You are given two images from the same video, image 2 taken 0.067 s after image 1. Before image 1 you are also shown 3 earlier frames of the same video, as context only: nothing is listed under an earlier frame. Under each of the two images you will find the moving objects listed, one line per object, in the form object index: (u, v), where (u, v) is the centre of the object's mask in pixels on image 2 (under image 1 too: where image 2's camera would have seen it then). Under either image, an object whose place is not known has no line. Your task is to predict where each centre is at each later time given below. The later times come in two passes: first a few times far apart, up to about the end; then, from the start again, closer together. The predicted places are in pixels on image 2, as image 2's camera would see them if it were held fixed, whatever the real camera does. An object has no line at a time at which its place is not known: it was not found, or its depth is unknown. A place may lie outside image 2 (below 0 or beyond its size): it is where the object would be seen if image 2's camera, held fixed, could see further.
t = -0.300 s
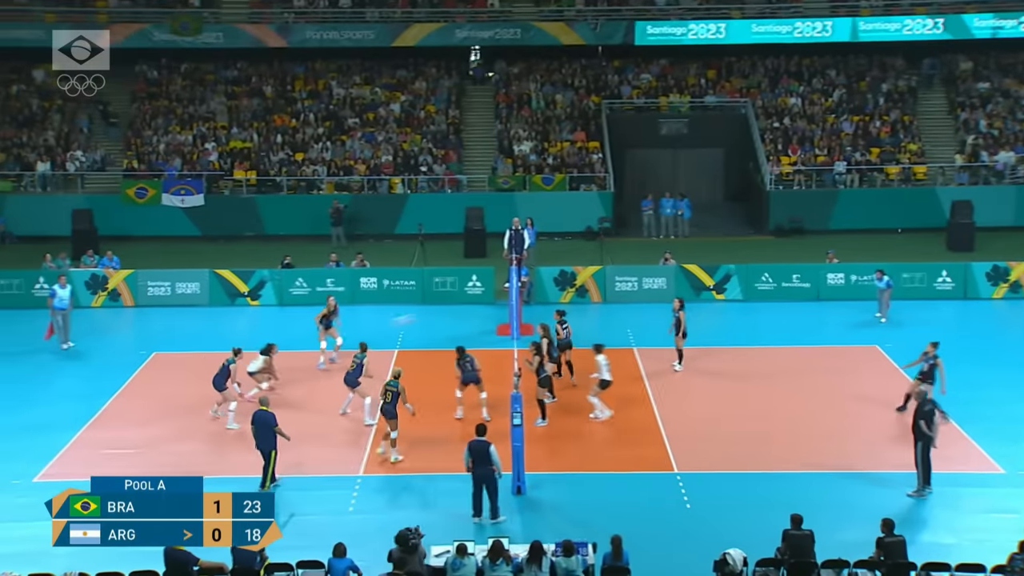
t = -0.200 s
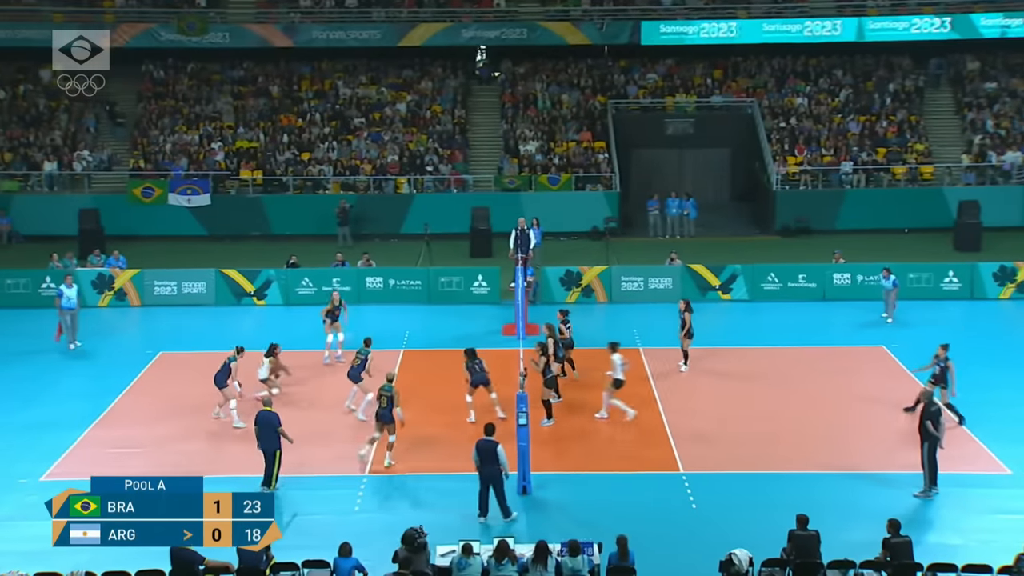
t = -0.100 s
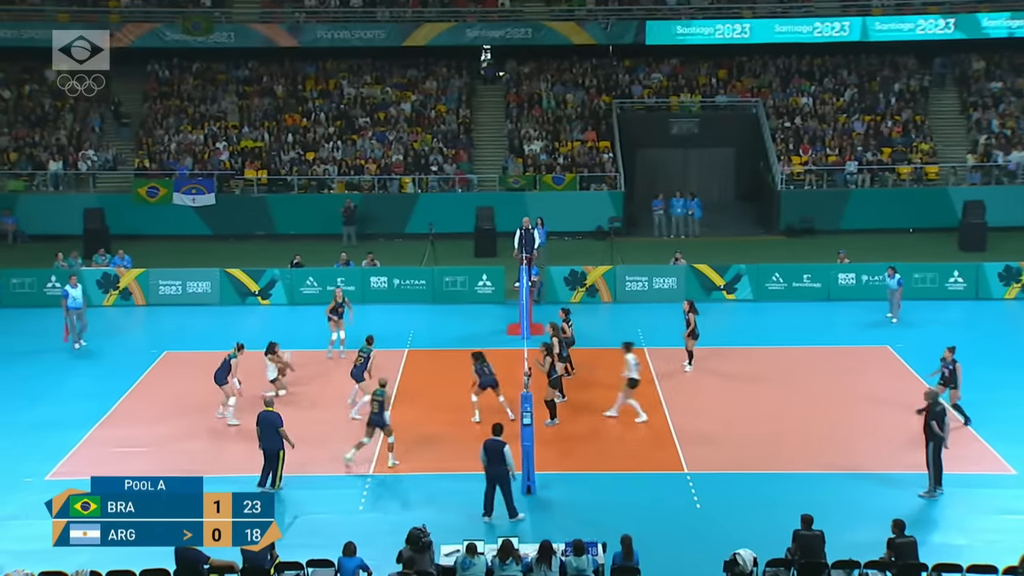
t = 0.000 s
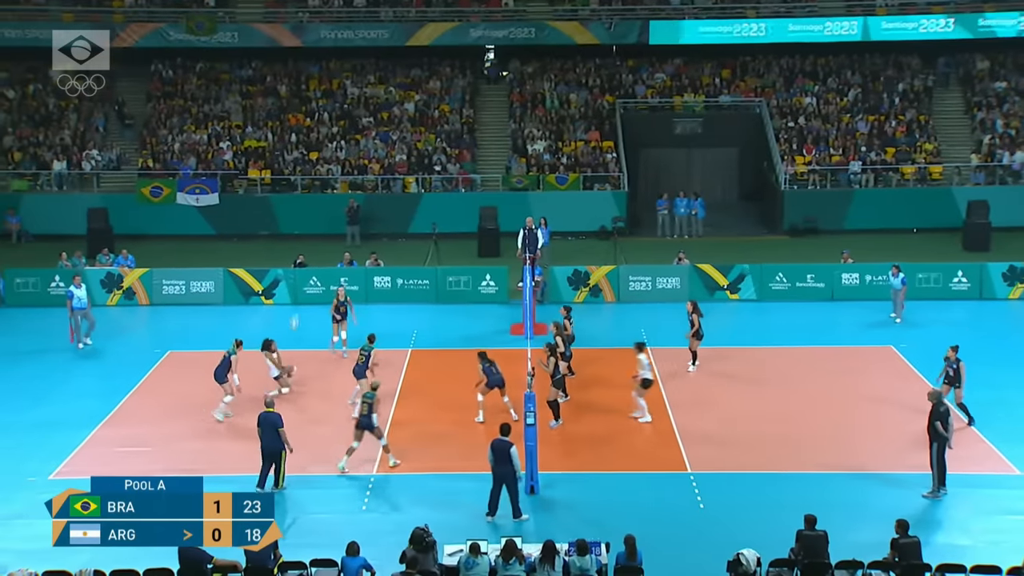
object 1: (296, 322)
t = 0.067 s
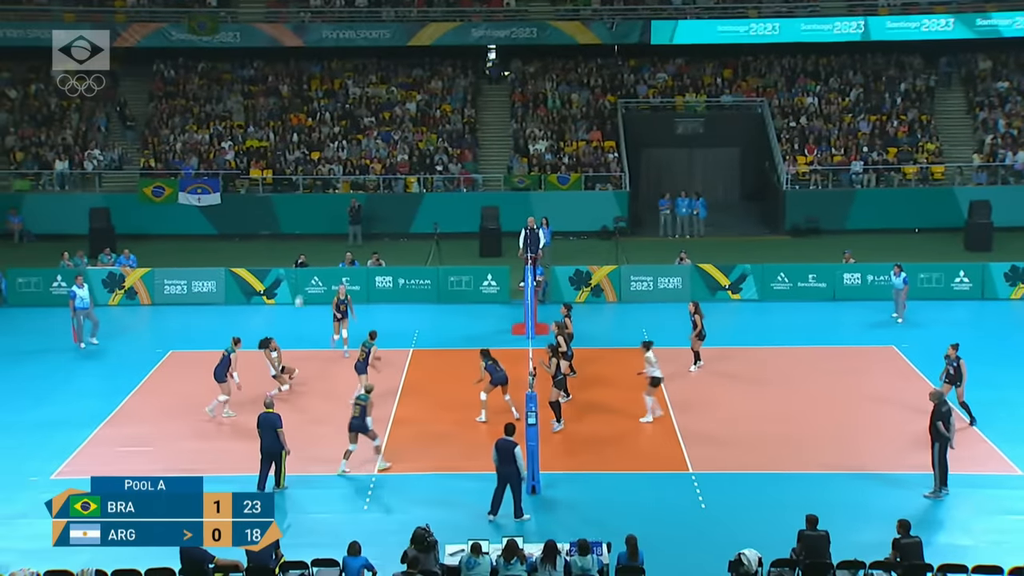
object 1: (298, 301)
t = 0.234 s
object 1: (304, 258)
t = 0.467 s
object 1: (312, 219)
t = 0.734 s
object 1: (321, 202)
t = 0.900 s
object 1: (328, 207)
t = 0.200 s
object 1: (302, 266)
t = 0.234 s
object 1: (304, 258)
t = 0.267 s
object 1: (305, 252)
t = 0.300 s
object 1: (307, 245)
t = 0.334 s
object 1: (307, 239)
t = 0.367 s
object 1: (308, 233)
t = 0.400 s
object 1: (309, 228)
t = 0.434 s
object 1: (311, 223)
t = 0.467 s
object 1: (312, 219)
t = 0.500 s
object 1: (313, 215)
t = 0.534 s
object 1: (314, 212)
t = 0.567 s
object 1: (315, 209)
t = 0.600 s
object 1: (317, 206)
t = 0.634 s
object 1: (318, 204)
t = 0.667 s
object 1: (319, 203)
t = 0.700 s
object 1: (320, 202)
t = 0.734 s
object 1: (321, 202)
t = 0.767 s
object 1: (322, 202)
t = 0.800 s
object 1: (324, 202)
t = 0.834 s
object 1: (325, 203)
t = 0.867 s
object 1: (326, 205)
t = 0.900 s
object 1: (328, 207)
